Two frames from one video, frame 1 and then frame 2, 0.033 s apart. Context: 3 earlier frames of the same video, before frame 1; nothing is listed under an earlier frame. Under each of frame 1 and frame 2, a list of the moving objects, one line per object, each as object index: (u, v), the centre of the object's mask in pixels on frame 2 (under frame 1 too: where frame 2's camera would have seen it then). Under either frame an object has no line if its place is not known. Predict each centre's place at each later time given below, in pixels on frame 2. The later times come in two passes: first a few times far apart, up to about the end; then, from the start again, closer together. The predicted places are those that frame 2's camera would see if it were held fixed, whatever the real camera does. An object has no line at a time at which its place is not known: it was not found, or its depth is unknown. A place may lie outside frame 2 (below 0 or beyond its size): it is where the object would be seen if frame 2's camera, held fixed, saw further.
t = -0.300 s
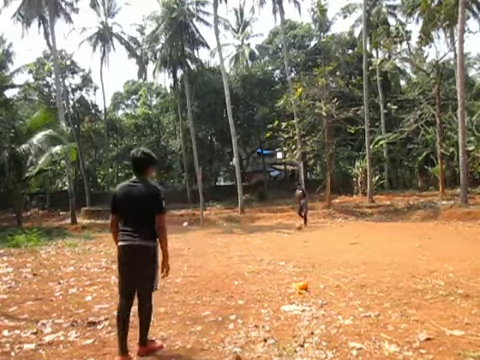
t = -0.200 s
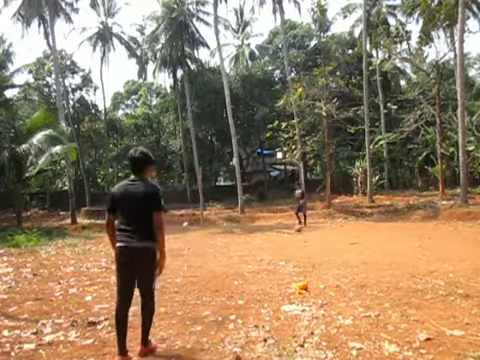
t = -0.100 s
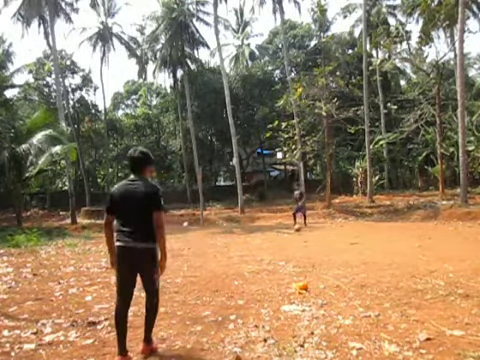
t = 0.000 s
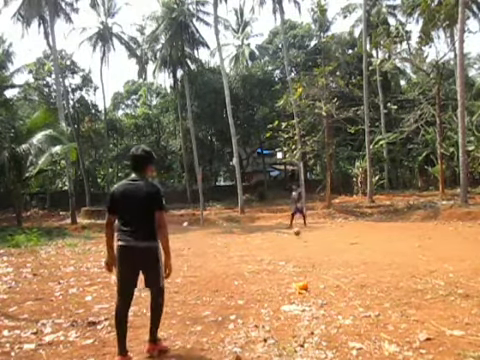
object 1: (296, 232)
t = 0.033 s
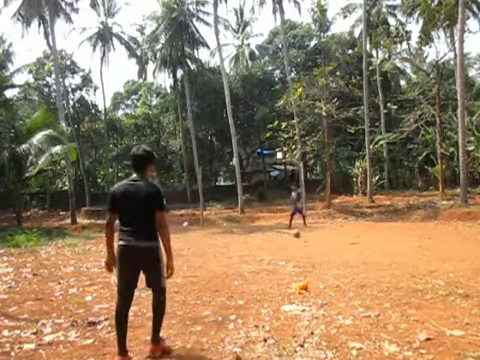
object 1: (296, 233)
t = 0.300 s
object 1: (293, 237)
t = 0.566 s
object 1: (291, 241)
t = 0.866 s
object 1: (289, 247)
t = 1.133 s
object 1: (287, 252)
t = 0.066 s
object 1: (296, 233)
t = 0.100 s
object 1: (295, 233)
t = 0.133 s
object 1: (295, 233)
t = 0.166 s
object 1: (295, 233)
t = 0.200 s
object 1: (295, 234)
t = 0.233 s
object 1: (294, 235)
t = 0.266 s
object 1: (294, 237)
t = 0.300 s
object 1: (293, 237)
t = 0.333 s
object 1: (293, 238)
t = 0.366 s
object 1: (293, 238)
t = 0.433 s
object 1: (292, 239)
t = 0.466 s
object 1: (292, 239)
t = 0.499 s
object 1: (291, 240)
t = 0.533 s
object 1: (291, 241)
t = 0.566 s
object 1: (291, 241)
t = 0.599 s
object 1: (291, 241)
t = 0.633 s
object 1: (290, 241)
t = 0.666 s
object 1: (290, 242)
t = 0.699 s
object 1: (290, 243)
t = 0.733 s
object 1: (290, 246)
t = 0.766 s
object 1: (289, 247)
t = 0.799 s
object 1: (289, 246)
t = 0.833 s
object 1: (289, 246)
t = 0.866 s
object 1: (289, 247)
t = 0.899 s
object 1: (289, 248)
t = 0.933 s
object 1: (288, 249)
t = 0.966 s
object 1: (288, 252)
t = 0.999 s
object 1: (287, 253)
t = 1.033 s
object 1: (287, 252)
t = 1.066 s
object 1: (287, 252)
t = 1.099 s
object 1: (287, 252)
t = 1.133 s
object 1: (287, 252)
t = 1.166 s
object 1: (286, 254)
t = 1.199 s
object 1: (286, 255)
